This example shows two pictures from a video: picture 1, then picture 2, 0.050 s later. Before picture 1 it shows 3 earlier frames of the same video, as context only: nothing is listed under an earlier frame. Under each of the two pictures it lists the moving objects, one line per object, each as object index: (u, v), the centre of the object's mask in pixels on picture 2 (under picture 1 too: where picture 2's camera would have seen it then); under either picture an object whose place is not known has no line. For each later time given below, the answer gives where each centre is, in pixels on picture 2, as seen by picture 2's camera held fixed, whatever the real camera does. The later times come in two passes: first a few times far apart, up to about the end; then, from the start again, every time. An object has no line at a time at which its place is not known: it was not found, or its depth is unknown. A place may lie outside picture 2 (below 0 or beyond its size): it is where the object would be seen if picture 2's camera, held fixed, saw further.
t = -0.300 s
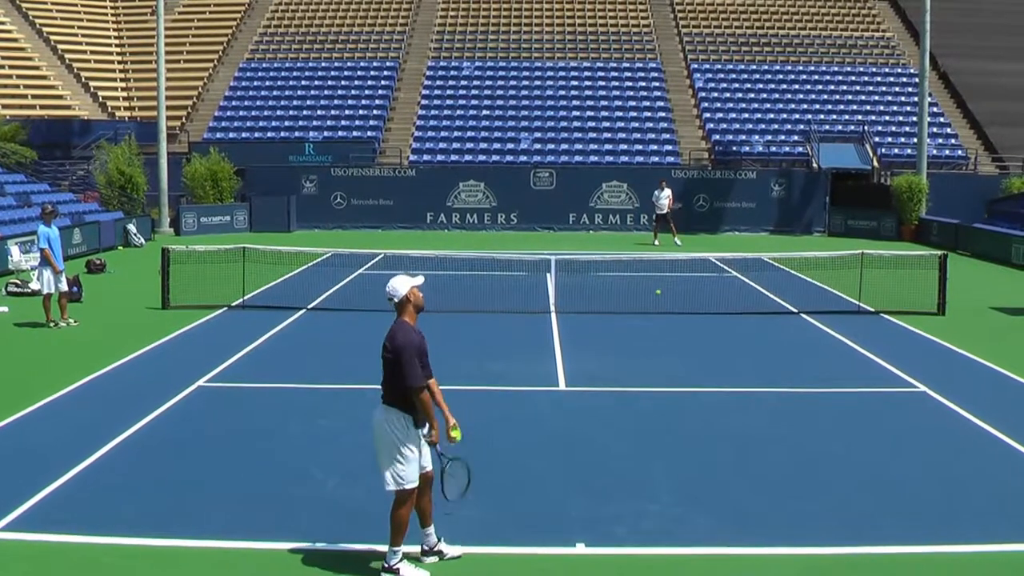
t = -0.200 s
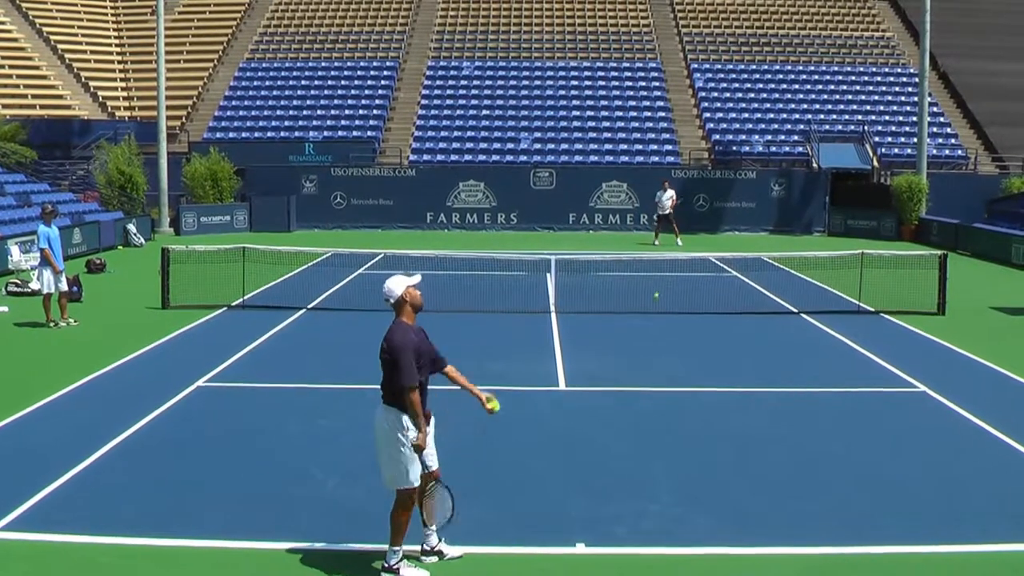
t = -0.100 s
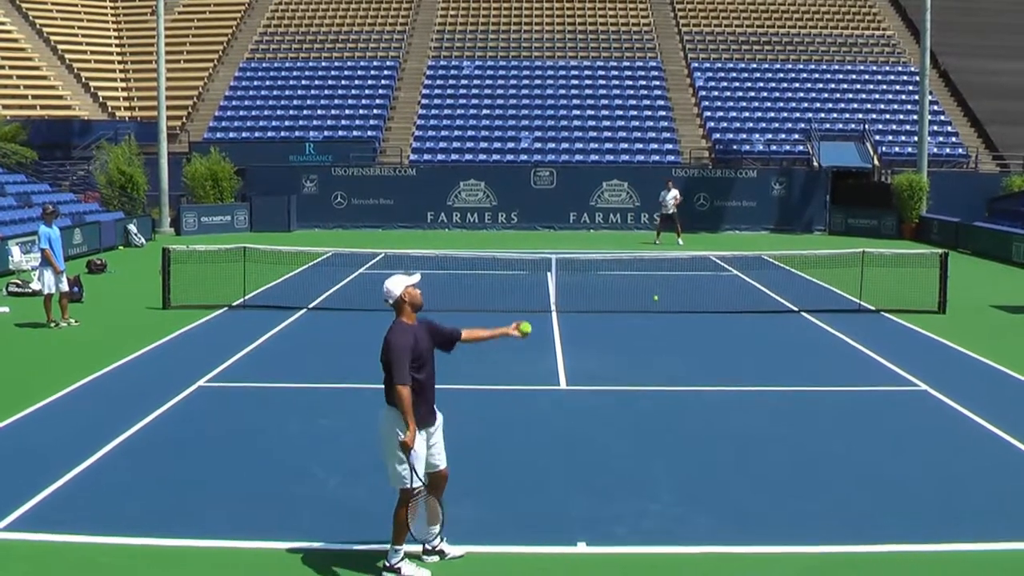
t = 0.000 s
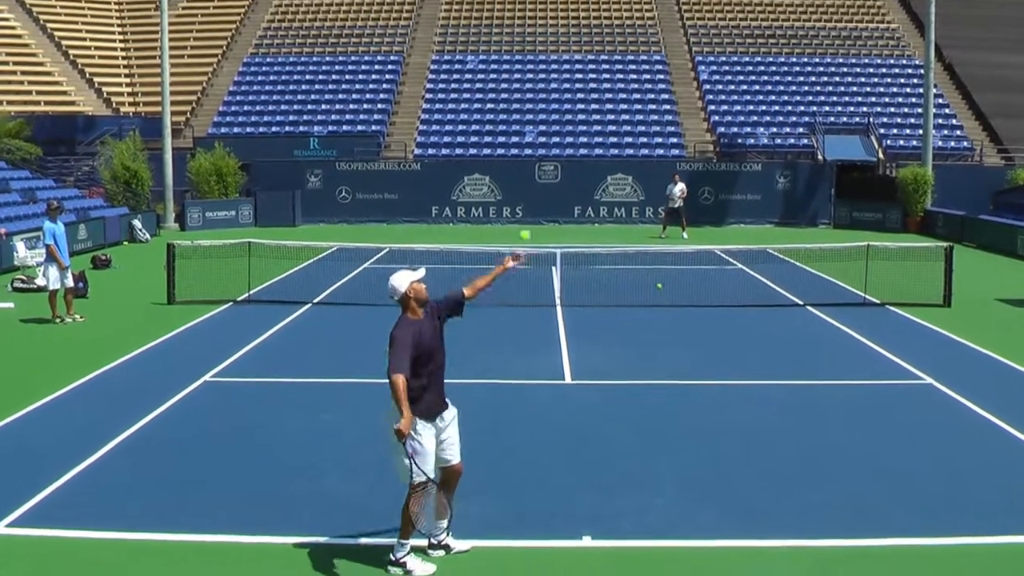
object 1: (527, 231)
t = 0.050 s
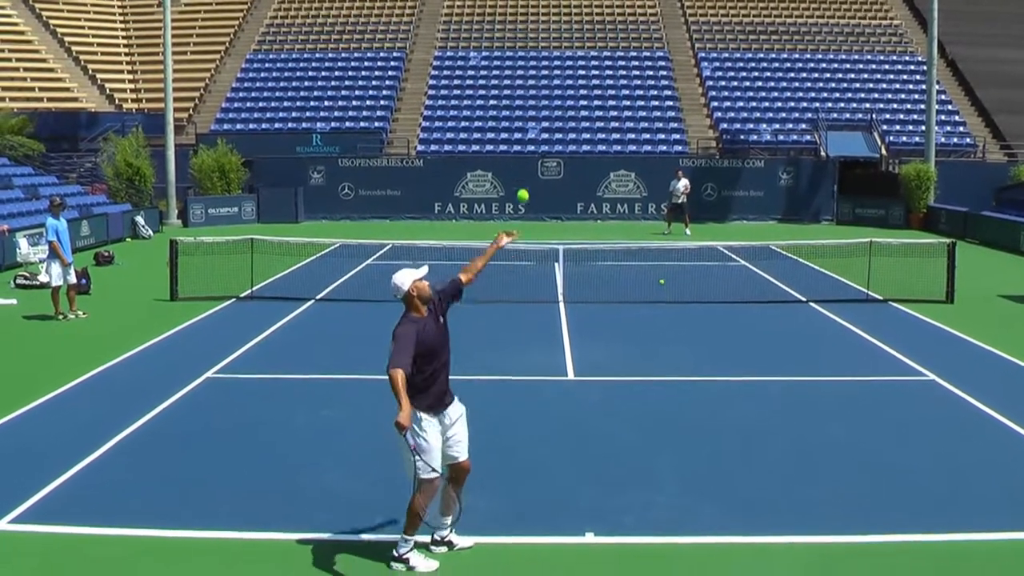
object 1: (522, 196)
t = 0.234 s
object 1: (505, 93)
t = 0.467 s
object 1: (484, 43)
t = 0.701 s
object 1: (463, 77)
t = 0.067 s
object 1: (521, 184)
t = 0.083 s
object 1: (519, 173)
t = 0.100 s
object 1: (518, 162)
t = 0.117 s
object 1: (516, 152)
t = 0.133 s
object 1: (516, 142)
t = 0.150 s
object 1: (513, 132)
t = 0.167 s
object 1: (512, 124)
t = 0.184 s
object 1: (509, 115)
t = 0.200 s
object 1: (508, 108)
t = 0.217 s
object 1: (507, 101)
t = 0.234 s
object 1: (505, 93)
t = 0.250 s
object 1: (504, 88)
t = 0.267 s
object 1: (501, 81)
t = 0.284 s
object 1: (501, 76)
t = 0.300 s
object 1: (499, 71)
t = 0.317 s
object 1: (498, 66)
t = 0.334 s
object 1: (496, 62)
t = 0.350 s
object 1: (494, 59)
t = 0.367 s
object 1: (493, 54)
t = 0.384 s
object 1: (491, 51)
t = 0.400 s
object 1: (490, 49)
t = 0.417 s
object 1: (489, 47)
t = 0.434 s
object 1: (487, 45)
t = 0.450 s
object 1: (485, 44)
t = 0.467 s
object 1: (484, 43)
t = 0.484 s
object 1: (483, 43)
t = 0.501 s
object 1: (482, 44)
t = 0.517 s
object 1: (479, 43)
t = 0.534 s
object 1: (478, 44)
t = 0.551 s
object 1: (477, 45)
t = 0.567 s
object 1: (475, 46)
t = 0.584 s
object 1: (473, 50)
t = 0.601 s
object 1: (472, 52)
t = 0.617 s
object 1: (471, 55)
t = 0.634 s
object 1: (470, 59)
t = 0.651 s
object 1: (468, 63)
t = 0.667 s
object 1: (466, 67)
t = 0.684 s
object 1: (464, 72)
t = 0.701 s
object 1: (463, 77)
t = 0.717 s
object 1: (461, 83)
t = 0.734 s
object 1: (460, 89)
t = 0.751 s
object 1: (458, 95)
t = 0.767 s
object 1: (457, 102)
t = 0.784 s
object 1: (456, 109)
